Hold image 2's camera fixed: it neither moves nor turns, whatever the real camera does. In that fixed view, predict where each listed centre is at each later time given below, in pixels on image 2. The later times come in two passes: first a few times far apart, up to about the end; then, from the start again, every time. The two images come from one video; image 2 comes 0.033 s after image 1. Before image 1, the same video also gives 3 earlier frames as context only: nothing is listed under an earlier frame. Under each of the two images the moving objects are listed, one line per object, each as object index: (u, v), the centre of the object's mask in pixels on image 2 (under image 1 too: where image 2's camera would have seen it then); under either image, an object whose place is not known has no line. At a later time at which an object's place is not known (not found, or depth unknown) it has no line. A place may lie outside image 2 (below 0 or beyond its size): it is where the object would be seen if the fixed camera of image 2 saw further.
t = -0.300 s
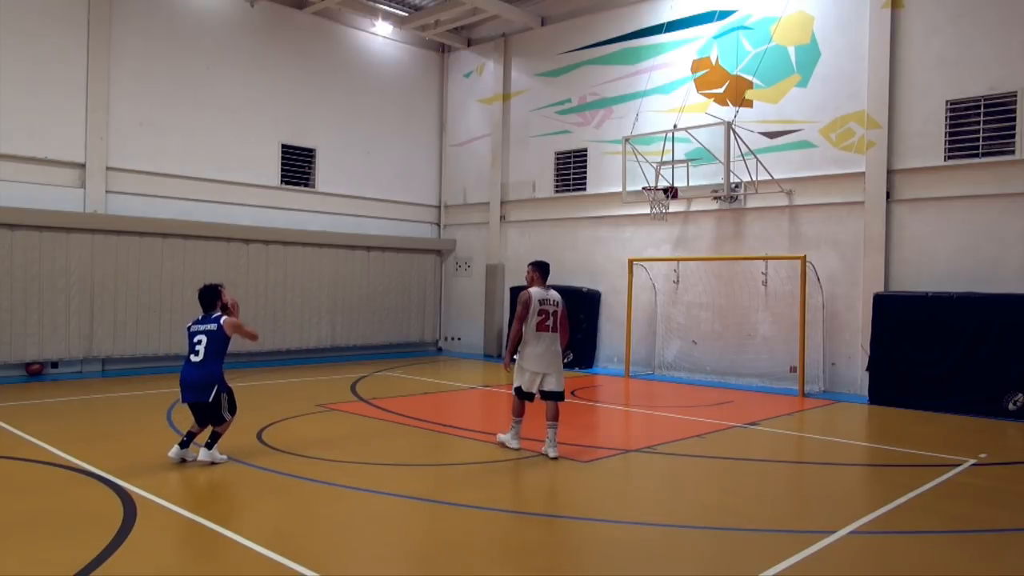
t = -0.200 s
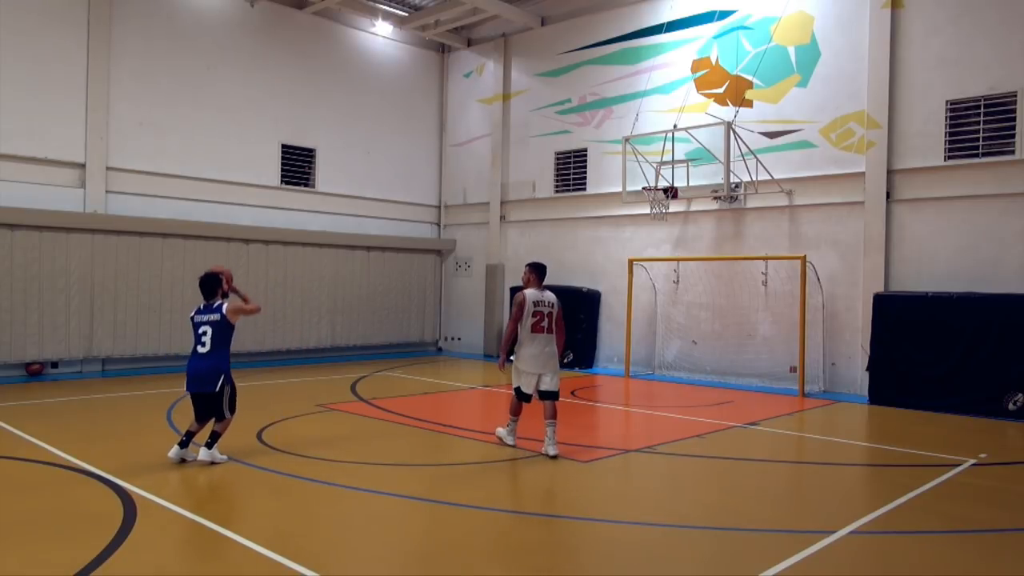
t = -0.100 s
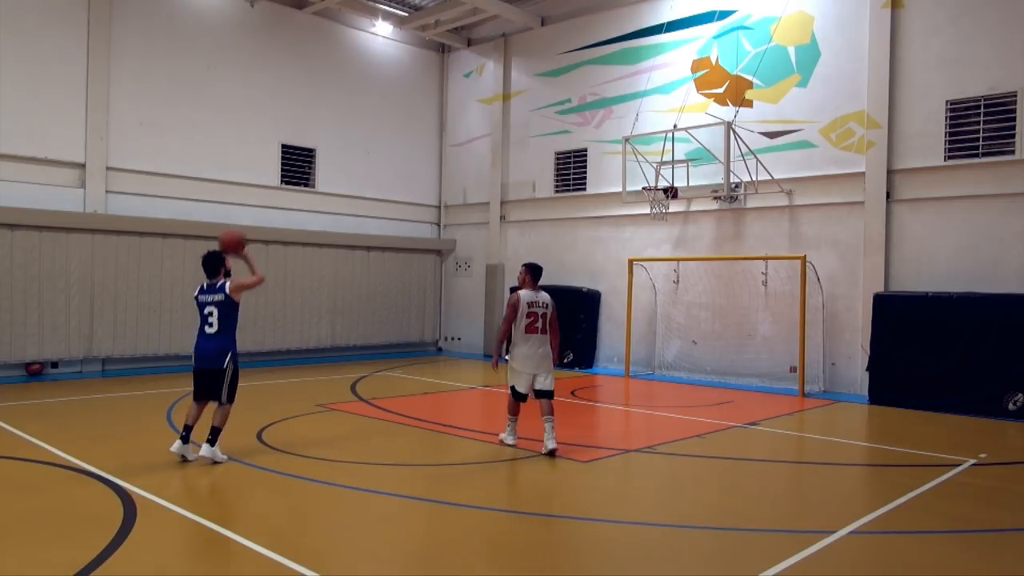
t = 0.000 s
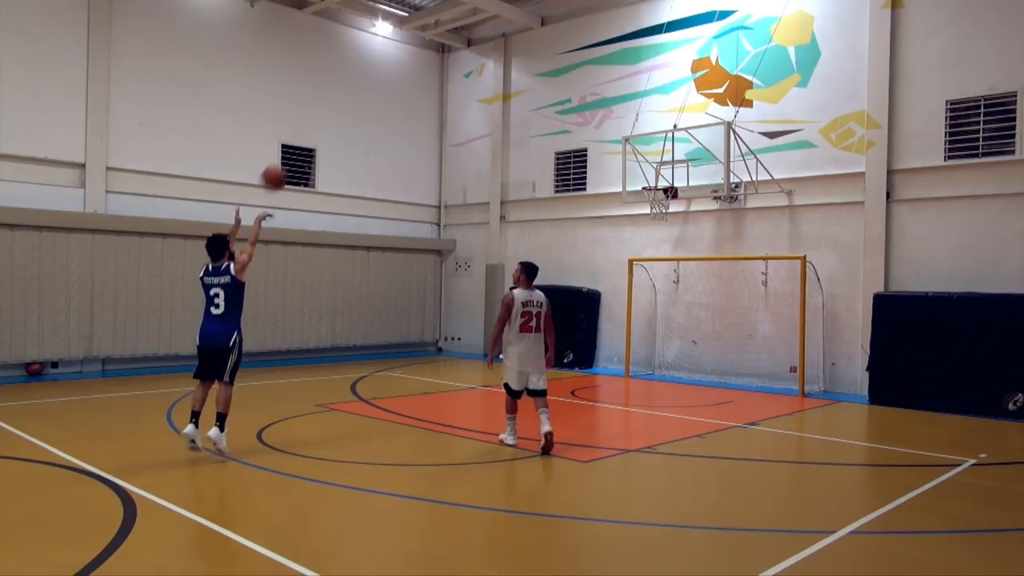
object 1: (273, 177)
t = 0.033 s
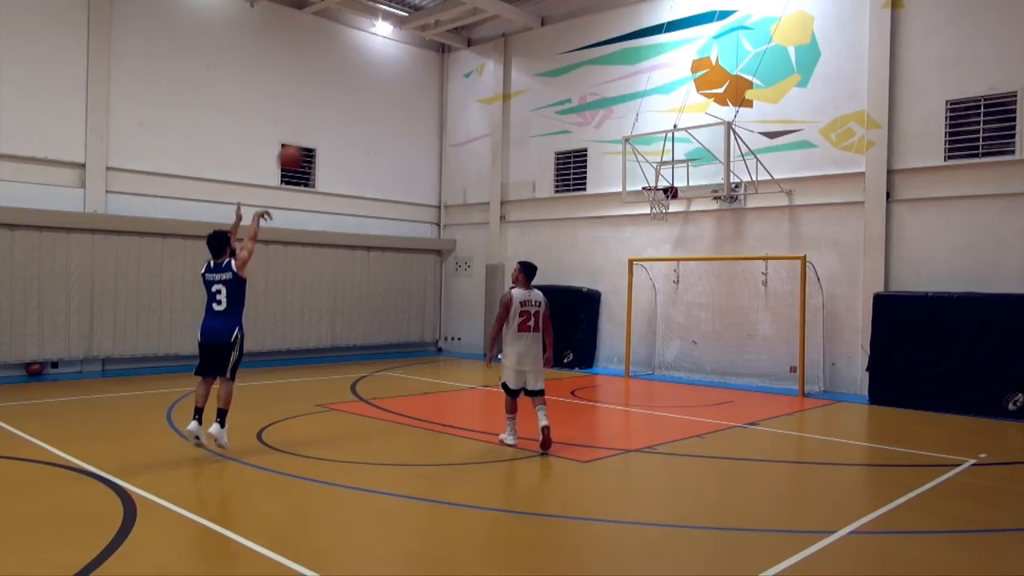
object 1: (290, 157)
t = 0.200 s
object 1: (365, 83)
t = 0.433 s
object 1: (453, 34)
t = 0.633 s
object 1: (516, 33)
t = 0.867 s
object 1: (579, 70)
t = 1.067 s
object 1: (624, 127)
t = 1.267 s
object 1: (657, 174)
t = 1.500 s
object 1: (677, 169)
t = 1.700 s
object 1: (683, 181)
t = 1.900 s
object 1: (686, 198)
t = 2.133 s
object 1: (691, 252)
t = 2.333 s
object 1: (694, 328)
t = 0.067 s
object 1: (306, 139)
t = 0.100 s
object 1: (322, 123)
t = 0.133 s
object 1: (336, 108)
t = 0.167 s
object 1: (351, 95)
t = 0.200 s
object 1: (365, 83)
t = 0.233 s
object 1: (379, 71)
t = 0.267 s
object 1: (393, 62)
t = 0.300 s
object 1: (405, 54)
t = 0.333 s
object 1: (418, 47)
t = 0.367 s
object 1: (430, 42)
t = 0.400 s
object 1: (442, 37)
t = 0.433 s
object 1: (453, 34)
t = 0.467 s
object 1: (465, 31)
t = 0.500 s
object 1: (476, 30)
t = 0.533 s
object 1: (486, 29)
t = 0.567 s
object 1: (496, 29)
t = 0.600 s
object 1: (507, 31)
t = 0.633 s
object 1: (516, 33)
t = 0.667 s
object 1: (526, 36)
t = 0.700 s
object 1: (536, 40)
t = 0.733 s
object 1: (545, 44)
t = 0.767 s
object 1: (553, 49)
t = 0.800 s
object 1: (562, 56)
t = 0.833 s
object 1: (570, 63)
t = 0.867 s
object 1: (579, 70)
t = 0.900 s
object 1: (586, 78)
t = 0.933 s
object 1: (594, 87)
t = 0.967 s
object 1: (602, 96)
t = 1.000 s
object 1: (609, 106)
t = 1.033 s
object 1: (617, 116)
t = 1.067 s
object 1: (624, 127)
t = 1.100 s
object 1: (631, 139)
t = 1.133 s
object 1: (638, 151)
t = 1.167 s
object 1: (644, 163)
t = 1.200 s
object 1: (651, 177)
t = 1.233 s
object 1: (654, 177)
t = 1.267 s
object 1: (657, 174)
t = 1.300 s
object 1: (660, 170)
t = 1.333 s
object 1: (663, 169)
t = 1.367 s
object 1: (666, 167)
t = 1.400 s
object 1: (668, 167)
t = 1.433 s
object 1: (671, 167)
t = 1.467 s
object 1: (674, 168)
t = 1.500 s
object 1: (677, 169)
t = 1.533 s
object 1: (679, 172)
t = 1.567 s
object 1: (682, 175)
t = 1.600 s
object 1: (684, 178)
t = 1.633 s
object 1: (684, 179)
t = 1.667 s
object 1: (683, 179)
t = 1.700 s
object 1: (683, 181)
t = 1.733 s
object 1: (683, 183)
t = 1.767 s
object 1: (683, 185)
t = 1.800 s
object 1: (684, 188)
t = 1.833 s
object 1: (684, 191)
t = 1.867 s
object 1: (686, 194)
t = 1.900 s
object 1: (686, 198)
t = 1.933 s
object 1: (687, 204)
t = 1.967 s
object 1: (687, 210)
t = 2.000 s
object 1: (688, 217)
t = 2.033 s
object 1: (689, 224)
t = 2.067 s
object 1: (689, 232)
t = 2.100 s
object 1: (690, 242)
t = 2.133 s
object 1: (691, 252)
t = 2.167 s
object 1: (691, 263)
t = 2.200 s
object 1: (692, 274)
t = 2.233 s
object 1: (693, 286)
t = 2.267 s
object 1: (693, 299)
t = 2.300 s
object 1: (694, 313)
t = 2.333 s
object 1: (694, 328)
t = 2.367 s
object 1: (695, 343)
